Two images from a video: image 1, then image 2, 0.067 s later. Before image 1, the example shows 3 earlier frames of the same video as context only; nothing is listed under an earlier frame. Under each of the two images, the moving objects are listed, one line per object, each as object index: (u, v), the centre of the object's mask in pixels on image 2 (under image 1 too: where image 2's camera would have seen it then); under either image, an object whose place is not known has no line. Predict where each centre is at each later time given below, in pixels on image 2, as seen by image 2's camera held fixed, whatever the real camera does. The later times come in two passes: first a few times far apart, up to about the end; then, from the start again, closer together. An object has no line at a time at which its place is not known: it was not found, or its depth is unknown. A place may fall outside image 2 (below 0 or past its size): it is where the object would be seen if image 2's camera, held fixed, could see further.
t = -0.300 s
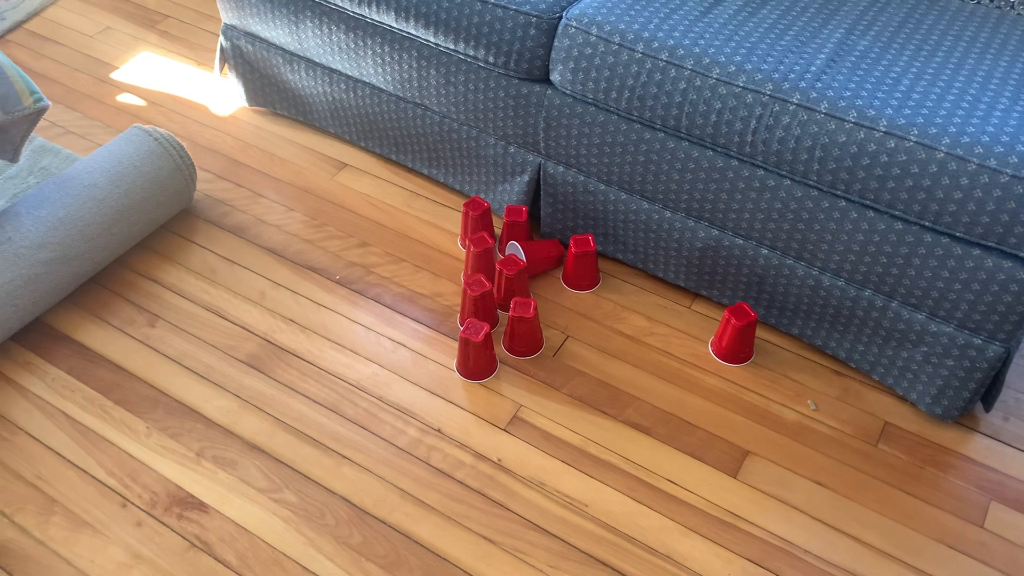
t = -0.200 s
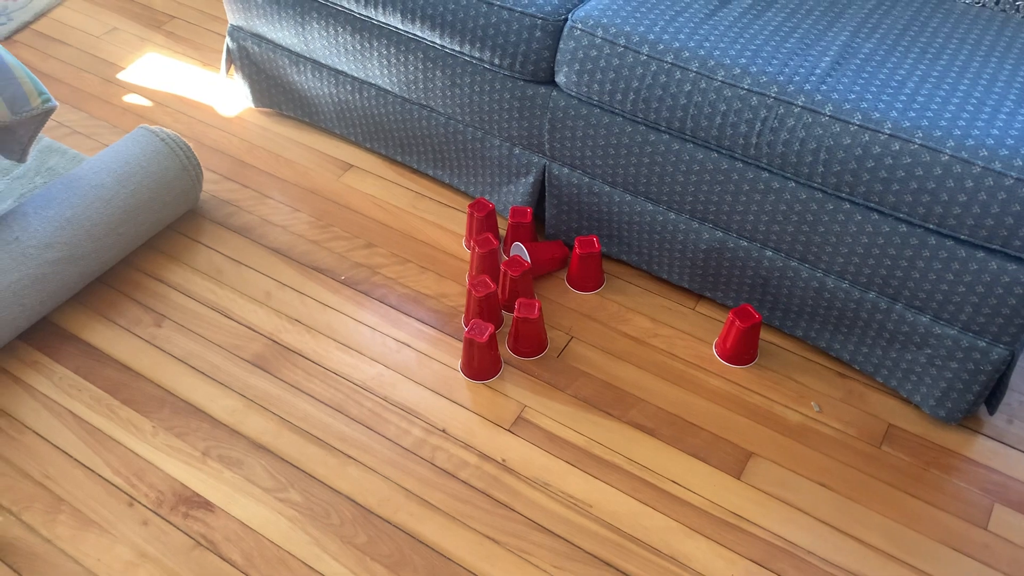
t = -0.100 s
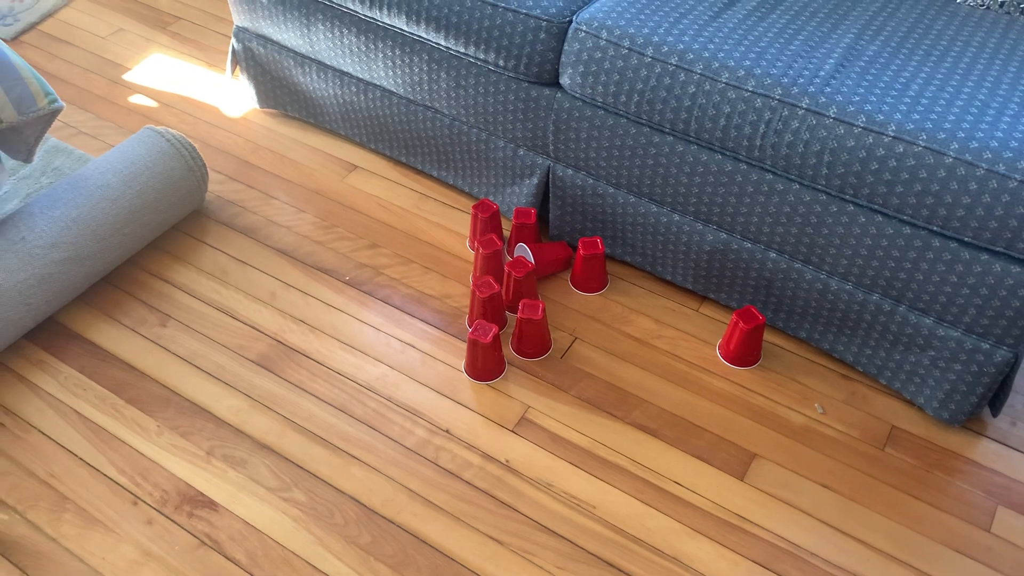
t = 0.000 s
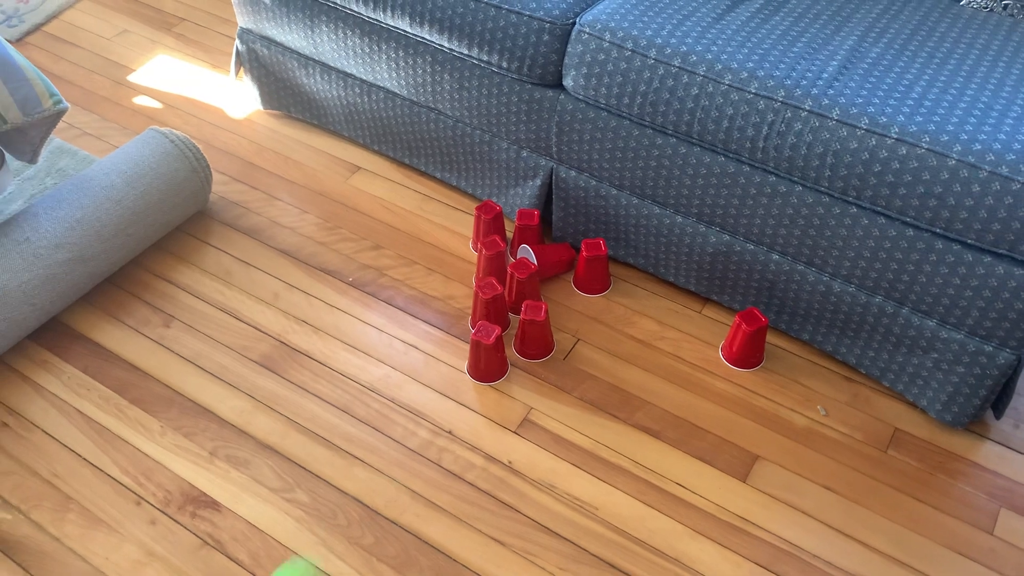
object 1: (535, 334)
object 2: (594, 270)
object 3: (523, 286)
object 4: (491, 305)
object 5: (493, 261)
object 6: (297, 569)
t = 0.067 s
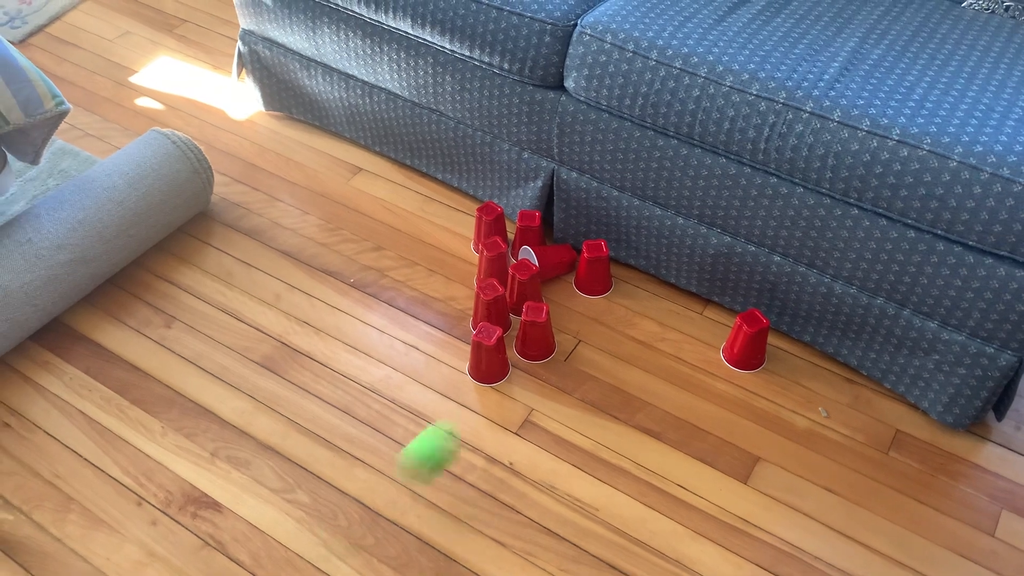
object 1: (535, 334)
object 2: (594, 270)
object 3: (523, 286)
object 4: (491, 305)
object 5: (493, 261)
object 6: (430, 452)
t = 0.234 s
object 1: (555, 237)
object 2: (596, 270)
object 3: (493, 248)
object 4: (471, 305)
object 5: (463, 239)
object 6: (652, 247)
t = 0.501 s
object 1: (580, 264)
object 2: (617, 276)
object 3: (430, 216)
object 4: (461, 305)
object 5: (386, 203)
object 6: (647, 280)
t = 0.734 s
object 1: (551, 368)
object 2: (614, 277)
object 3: (401, 183)
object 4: (461, 305)
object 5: (346, 184)
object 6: (638, 313)
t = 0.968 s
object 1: (534, 448)
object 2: (614, 277)
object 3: (389, 163)
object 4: (461, 305)
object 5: (333, 179)
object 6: (631, 333)
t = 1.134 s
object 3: (382, 164)
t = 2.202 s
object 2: (614, 277)
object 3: (380, 166)
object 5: (333, 180)
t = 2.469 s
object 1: (519, 473)
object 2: (614, 277)
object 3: (380, 165)
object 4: (461, 306)
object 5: (333, 180)
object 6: (582, 382)
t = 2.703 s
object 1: (509, 482)
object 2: (614, 277)
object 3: (380, 165)
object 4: (461, 305)
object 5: (332, 180)
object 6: (584, 382)
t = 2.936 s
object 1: (509, 482)
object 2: (613, 277)
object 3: (380, 164)
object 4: (461, 305)
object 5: (332, 180)
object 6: (585, 382)
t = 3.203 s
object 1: (518, 474)
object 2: (613, 277)
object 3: (379, 164)
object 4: (461, 305)
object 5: (332, 180)
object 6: (585, 382)
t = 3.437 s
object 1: (523, 469)
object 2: (613, 277)
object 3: (380, 164)
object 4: (461, 305)
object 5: (332, 179)
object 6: (585, 382)
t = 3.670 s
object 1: (515, 478)
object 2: (613, 277)
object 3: (380, 164)
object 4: (461, 306)
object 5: (332, 179)
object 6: (585, 382)
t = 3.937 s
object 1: (514, 478)
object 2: (613, 277)
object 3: (380, 164)
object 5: (332, 179)
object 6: (585, 382)
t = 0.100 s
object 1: (535, 334)
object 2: (594, 270)
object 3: (523, 286)
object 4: (491, 305)
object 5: (493, 261)
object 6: (489, 398)
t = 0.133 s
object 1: (533, 324)
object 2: (594, 270)
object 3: (523, 286)
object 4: (491, 305)
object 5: (493, 261)
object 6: (538, 360)
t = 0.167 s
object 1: (534, 297)
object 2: (594, 270)
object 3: (513, 274)
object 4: (485, 304)
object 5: (489, 258)
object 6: (580, 323)
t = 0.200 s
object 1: (544, 268)
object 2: (591, 267)
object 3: (505, 263)
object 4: (477, 305)
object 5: (476, 252)
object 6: (621, 278)
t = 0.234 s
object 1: (555, 237)
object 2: (596, 270)
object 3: (493, 248)
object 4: (471, 305)
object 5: (463, 239)
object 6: (652, 247)
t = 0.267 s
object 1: (566, 218)
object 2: (603, 272)
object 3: (485, 236)
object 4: (467, 306)
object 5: (450, 232)
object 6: (658, 239)
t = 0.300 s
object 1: (575, 201)
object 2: (607, 273)
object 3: (474, 232)
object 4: (464, 306)
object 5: (439, 225)
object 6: (656, 247)
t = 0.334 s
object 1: (585, 187)
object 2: (610, 273)
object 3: (464, 231)
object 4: (462, 306)
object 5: (429, 222)
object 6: (653, 259)
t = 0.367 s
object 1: (587, 192)
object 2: (613, 273)
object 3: (456, 232)
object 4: (461, 306)
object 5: (420, 222)
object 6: (650, 276)
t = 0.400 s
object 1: (585, 205)
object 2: (614, 273)
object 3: (449, 232)
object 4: (461, 306)
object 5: (412, 214)
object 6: (647, 289)
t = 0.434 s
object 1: (583, 221)
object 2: (615, 273)
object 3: (443, 222)
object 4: (461, 305)
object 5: (403, 208)
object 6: (648, 282)
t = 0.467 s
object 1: (582, 242)
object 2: (615, 275)
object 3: (437, 217)
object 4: (461, 305)
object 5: (394, 204)
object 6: (648, 279)
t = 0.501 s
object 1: (580, 264)
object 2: (617, 276)
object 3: (430, 216)
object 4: (461, 305)
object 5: (386, 203)
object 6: (647, 280)
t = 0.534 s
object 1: (579, 290)
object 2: (616, 273)
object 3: (424, 212)
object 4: (461, 305)
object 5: (379, 198)
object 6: (646, 285)
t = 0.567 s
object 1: (576, 316)
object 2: (613, 276)
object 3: (420, 208)
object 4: (461, 305)
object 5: (371, 194)
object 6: (645, 294)
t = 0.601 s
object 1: (571, 317)
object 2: (613, 276)
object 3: (415, 209)
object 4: (461, 305)
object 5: (366, 193)
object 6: (643, 302)
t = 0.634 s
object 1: (567, 326)
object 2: (613, 276)
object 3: (411, 202)
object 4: (461, 305)
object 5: (360, 190)
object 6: (643, 299)
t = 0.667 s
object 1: (564, 338)
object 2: (613, 276)
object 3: (408, 193)
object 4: (461, 305)
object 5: (355, 188)
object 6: (642, 300)
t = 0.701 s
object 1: (558, 349)
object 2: (613, 276)
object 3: (404, 188)
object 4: (461, 305)
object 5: (350, 186)
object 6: (640, 305)
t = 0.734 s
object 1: (551, 368)
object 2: (614, 277)
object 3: (401, 183)
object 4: (461, 305)
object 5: (346, 184)
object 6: (638, 313)
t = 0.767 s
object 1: (548, 386)
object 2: (613, 277)
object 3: (400, 180)
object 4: (461, 305)
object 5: (343, 183)
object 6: (638, 313)
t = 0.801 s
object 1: (548, 398)
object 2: (614, 277)
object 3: (399, 176)
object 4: (461, 305)
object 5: (340, 182)
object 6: (637, 316)
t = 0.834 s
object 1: (545, 402)
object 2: (614, 277)
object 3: (396, 168)
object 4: (461, 305)
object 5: (337, 181)
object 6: (635, 322)
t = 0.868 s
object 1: (542, 410)
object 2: (614, 277)
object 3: (396, 164)
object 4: (461, 305)
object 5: (335, 180)
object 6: (634, 323)
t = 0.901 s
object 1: (539, 421)
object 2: (614, 277)
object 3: (394, 162)
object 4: (461, 305)
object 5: (334, 180)
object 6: (633, 327)
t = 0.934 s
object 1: (537, 436)
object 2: (614, 277)
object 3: (391, 164)
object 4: (461, 305)
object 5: (334, 180)
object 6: (632, 330)
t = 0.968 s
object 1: (534, 448)
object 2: (614, 277)
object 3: (389, 163)
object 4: (461, 305)
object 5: (333, 179)
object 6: (631, 333)
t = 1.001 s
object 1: (532, 448)
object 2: (614, 277)
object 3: (387, 162)
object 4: (461, 305)
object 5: (333, 180)
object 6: (629, 336)
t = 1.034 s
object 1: (530, 450)
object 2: (614, 277)
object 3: (385, 163)
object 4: (461, 305)
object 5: (333, 180)
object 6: (628, 338)
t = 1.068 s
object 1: (529, 455)
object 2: (614, 277)
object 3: (383, 163)
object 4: (461, 305)
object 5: (333, 180)
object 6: (627, 341)
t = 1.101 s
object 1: (529, 458)
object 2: (614, 277)
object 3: (383, 164)
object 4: (461, 305)
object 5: (333, 180)
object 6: (626, 343)
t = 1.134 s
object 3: (382, 164)
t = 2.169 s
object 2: (614, 277)
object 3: (381, 166)
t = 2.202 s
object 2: (614, 277)
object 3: (380, 166)
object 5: (333, 180)
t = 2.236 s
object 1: (526, 466)
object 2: (614, 277)
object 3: (380, 165)
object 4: (461, 306)
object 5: (333, 180)
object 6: (581, 383)
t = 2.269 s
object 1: (525, 466)
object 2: (614, 277)
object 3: (380, 165)
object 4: (461, 306)
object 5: (333, 180)
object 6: (581, 383)
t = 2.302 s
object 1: (525, 467)
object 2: (614, 277)
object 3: (380, 165)
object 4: (461, 306)
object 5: (333, 180)
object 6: (581, 383)
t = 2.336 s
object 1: (524, 467)
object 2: (614, 277)
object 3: (380, 165)
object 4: (461, 306)
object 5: (333, 180)
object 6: (581, 383)
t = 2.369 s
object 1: (523, 468)
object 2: (614, 277)
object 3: (380, 165)
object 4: (461, 306)
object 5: (333, 180)
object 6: (581, 383)
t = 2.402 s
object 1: (522, 469)
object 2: (614, 277)
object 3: (380, 165)
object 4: (461, 306)
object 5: (333, 180)
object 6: (581, 382)
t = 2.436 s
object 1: (521, 471)
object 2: (614, 277)
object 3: (380, 165)
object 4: (461, 306)
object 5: (333, 180)
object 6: (582, 382)
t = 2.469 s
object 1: (519, 473)
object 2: (614, 277)
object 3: (380, 165)
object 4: (461, 306)
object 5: (333, 180)
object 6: (582, 382)
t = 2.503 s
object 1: (517, 475)
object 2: (614, 277)
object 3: (380, 165)
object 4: (461, 306)
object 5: (333, 180)
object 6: (582, 382)
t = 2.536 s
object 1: (515, 477)
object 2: (614, 277)
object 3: (380, 165)
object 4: (461, 306)
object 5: (333, 180)
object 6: (582, 382)
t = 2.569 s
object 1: (513, 478)
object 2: (614, 277)
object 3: (380, 165)
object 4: (461, 306)
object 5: (333, 180)
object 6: (583, 382)
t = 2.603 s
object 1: (512, 479)
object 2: (614, 277)
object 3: (380, 165)
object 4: (461, 305)
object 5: (333, 180)
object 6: (583, 382)
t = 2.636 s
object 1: (511, 481)
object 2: (614, 277)
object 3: (380, 165)
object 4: (461, 305)
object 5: (333, 180)
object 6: (584, 382)
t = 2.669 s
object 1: (510, 481)
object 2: (614, 277)
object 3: (380, 165)
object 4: (461, 306)
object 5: (333, 180)
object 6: (584, 382)
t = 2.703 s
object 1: (509, 482)
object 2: (614, 277)
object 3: (380, 165)
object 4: (461, 305)
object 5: (332, 180)
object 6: (584, 382)
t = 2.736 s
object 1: (508, 482)
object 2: (614, 277)
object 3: (380, 165)
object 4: (461, 306)
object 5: (332, 180)
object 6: (585, 382)
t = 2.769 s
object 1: (508, 482)
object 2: (614, 277)
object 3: (380, 165)
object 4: (461, 306)
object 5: (332, 180)
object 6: (585, 382)
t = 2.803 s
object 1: (508, 483)
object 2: (614, 277)
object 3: (380, 165)
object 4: (461, 306)
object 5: (332, 180)
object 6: (585, 382)
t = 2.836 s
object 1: (508, 483)
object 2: (613, 277)
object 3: (380, 165)
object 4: (461, 306)
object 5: (332, 180)
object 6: (585, 382)
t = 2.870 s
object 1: (508, 483)
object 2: (613, 277)
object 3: (380, 165)
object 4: (461, 305)
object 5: (332, 180)
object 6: (585, 382)
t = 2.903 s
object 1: (508, 482)
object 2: (613, 277)
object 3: (380, 164)
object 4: (461, 305)
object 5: (332, 180)
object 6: (585, 382)
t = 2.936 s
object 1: (509, 482)
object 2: (613, 277)
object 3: (380, 164)
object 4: (461, 305)
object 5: (332, 180)
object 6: (585, 382)
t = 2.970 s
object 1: (509, 482)
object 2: (613, 277)
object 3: (380, 164)
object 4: (461, 305)
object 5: (332, 180)
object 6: (585, 382)
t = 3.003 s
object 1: (510, 482)
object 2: (614, 277)
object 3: (380, 165)
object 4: (461, 305)
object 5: (332, 180)
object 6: (585, 382)
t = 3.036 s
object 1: (511, 481)
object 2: (613, 277)
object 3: (380, 164)
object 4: (461, 305)
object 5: (332, 180)
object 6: (585, 382)
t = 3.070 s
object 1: (512, 480)
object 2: (613, 277)
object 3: (379, 164)
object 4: (461, 306)
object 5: (332, 180)
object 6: (585, 382)
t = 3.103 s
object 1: (514, 479)
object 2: (613, 277)
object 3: (380, 164)
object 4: (461, 305)
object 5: (332, 180)
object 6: (585, 382)
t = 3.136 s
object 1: (515, 477)
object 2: (613, 277)
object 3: (380, 164)
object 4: (461, 305)
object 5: (332, 180)
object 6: (585, 382)
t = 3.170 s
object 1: (517, 476)
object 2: (613, 277)
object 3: (379, 164)
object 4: (461, 305)
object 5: (332, 180)
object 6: (585, 382)
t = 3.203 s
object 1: (518, 474)
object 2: (613, 277)
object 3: (379, 164)
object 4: (461, 305)
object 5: (332, 180)
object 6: (585, 382)
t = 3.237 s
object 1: (520, 472)
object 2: (613, 277)
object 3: (380, 164)
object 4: (461, 305)
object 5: (332, 180)
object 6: (585, 382)
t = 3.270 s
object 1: (521, 471)
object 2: (613, 277)
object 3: (380, 164)
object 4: (461, 306)
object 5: (332, 180)
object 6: (585, 382)
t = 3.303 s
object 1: (522, 470)
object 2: (613, 277)
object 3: (380, 164)
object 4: (461, 306)
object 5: (332, 180)
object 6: (585, 382)
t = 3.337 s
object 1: (523, 470)
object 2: (613, 277)
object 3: (380, 164)
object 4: (461, 306)
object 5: (332, 179)
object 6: (585, 382)
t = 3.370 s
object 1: (523, 469)
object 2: (613, 277)
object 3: (380, 164)
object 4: (461, 306)
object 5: (332, 179)
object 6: (585, 382)
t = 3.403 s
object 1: (523, 469)
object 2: (613, 277)
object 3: (380, 164)
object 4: (461, 306)
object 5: (332, 180)
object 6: (585, 382)
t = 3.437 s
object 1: (523, 469)
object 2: (613, 277)
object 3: (380, 164)
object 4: (461, 305)
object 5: (332, 179)
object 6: (585, 382)
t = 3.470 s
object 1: (522, 470)
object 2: (613, 277)
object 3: (379, 164)
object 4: (461, 306)
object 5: (332, 179)
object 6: (585, 382)
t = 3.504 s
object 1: (522, 471)
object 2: (613, 277)
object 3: (380, 164)
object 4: (461, 305)
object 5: (332, 179)
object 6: (585, 382)
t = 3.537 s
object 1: (521, 472)
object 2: (613, 277)
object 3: (379, 164)
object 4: (461, 306)
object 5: (332, 179)
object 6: (585, 382)
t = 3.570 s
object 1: (519, 473)
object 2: (613, 277)
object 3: (379, 164)
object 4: (461, 305)
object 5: (332, 179)
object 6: (585, 382)
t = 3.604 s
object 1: (517, 475)
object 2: (613, 277)
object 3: (379, 164)
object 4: (461, 305)
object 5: (332, 179)
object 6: (585, 382)
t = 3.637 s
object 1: (516, 476)
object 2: (613, 277)
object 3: (380, 164)
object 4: (461, 305)
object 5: (332, 179)
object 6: (585, 382)
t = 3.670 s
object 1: (515, 478)
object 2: (613, 277)
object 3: (380, 164)
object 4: (461, 306)
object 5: (332, 179)
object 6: (585, 382)
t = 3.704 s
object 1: (514, 479)
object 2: (613, 277)
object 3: (380, 164)
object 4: (461, 305)
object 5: (332, 179)
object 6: (585, 382)
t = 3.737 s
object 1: (513, 479)
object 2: (613, 277)
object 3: (380, 164)
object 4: (461, 306)
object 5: (332, 179)
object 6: (585, 382)
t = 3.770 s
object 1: (513, 480)
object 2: (613, 277)
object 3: (380, 164)
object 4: (461, 306)
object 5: (332, 179)
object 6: (585, 382)
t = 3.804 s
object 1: (512, 480)
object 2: (613, 277)
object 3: (379, 164)
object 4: (461, 306)
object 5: (332, 179)
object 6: (585, 382)
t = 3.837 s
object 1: (512, 480)
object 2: (613, 277)
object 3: (379, 164)
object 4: (461, 306)
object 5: (332, 179)
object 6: (585, 382)
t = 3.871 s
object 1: (513, 480)
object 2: (613, 277)
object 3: (380, 164)
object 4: (461, 306)
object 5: (332, 179)
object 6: (585, 382)
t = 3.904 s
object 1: (513, 479)
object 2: (613, 277)
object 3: (380, 164)
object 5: (332, 179)
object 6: (585, 382)
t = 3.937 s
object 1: (514, 478)
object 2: (613, 277)
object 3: (380, 164)
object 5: (332, 179)
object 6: (585, 382)
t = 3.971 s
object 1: (515, 477)
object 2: (613, 277)
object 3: (380, 164)
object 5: (338, 178)
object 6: (585, 382)
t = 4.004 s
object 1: (517, 476)
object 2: (613, 277)
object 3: (380, 165)
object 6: (585, 382)
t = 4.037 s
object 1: (518, 474)
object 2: (613, 277)
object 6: (585, 382)
